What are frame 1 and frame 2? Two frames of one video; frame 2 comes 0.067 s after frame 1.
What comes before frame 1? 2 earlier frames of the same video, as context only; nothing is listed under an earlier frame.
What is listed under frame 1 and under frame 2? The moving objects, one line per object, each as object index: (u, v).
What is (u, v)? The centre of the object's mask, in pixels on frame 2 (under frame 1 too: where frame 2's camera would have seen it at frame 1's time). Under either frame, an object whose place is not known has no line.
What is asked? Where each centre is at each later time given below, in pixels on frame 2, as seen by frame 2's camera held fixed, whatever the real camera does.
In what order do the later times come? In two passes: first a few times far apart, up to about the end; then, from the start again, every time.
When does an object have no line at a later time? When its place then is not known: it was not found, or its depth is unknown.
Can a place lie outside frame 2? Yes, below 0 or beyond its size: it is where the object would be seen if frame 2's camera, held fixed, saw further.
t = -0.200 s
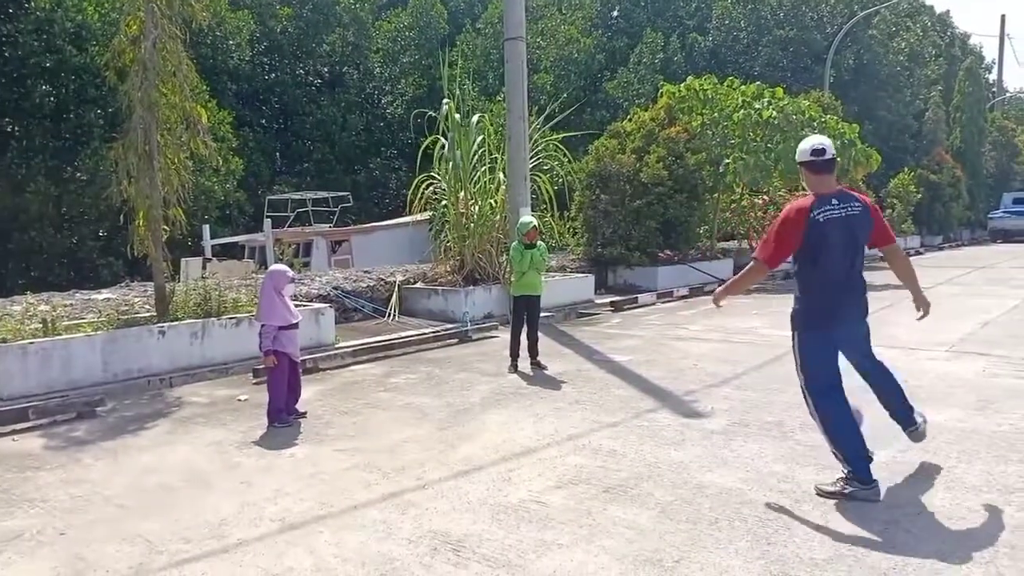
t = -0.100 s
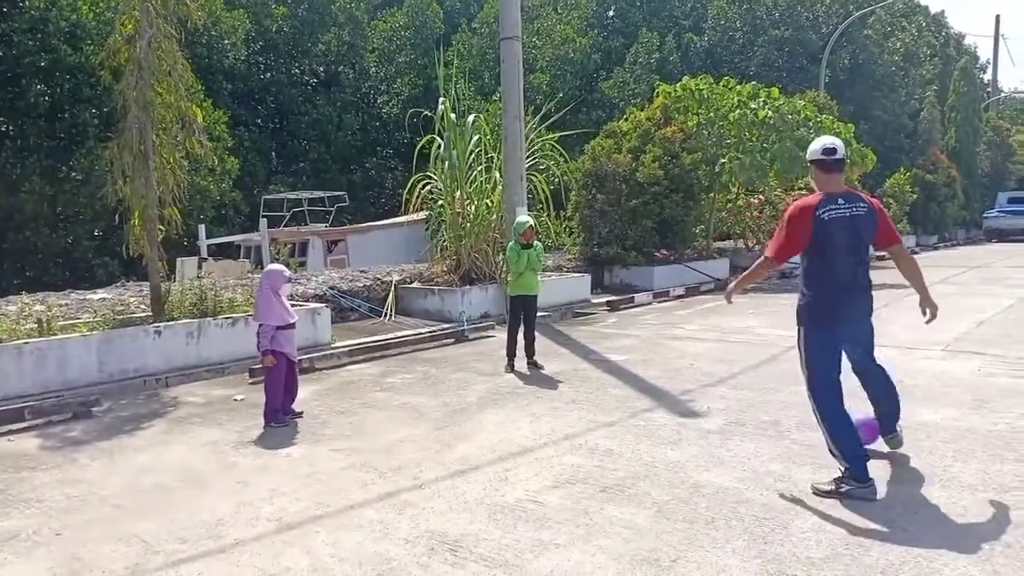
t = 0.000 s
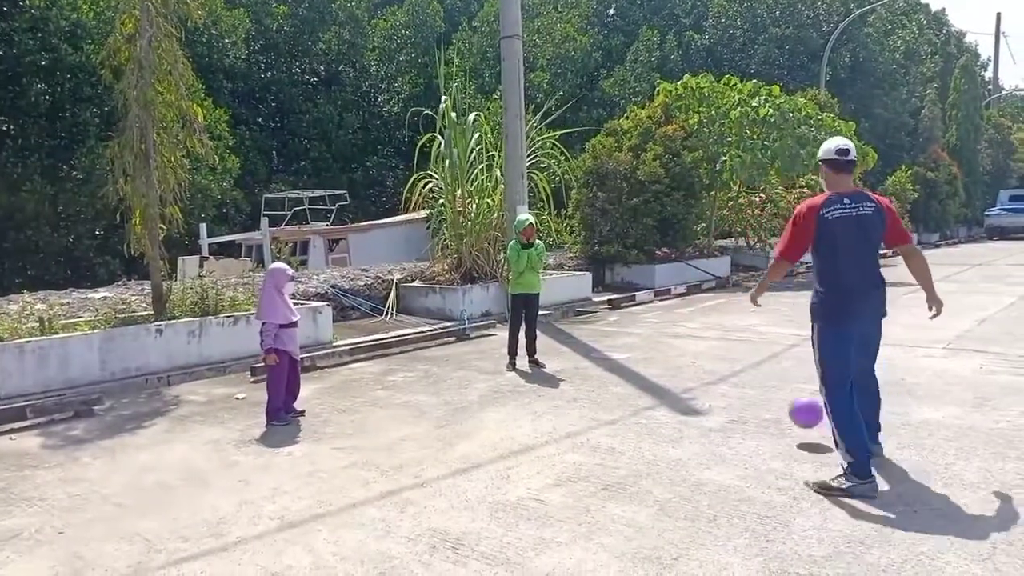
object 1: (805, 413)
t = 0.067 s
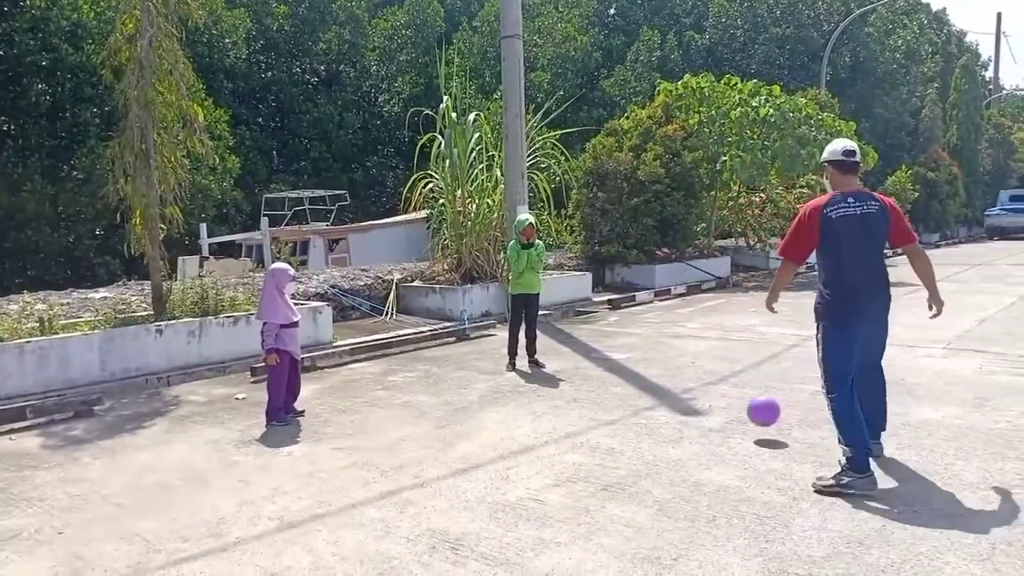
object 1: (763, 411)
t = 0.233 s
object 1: (690, 410)
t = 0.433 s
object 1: (644, 413)
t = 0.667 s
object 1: (593, 406)
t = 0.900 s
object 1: (546, 403)
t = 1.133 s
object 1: (501, 400)
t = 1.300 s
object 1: (472, 400)
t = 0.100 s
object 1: (743, 413)
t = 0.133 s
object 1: (723, 417)
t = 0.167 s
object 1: (706, 421)
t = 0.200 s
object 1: (698, 414)
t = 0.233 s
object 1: (690, 410)
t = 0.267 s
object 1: (682, 407)
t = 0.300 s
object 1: (675, 406)
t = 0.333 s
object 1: (668, 407)
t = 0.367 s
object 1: (659, 409)
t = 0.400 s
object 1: (651, 414)
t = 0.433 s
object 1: (644, 413)
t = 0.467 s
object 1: (637, 409)
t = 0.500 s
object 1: (629, 406)
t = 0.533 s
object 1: (622, 405)
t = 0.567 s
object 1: (615, 407)
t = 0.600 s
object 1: (608, 409)
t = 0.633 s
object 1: (600, 410)
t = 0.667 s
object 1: (593, 406)
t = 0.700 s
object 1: (586, 405)
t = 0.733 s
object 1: (580, 404)
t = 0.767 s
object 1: (573, 405)
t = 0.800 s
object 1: (566, 407)
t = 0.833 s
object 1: (559, 405)
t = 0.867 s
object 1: (552, 403)
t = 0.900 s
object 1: (546, 403)
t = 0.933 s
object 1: (539, 405)
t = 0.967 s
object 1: (533, 404)
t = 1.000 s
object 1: (526, 402)
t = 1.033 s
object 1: (520, 401)
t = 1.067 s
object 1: (514, 403)
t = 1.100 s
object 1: (508, 402)
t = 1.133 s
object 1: (501, 400)
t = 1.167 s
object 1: (496, 400)
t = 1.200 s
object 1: (490, 401)
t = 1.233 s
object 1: (484, 400)
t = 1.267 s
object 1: (478, 399)
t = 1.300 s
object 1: (472, 400)
